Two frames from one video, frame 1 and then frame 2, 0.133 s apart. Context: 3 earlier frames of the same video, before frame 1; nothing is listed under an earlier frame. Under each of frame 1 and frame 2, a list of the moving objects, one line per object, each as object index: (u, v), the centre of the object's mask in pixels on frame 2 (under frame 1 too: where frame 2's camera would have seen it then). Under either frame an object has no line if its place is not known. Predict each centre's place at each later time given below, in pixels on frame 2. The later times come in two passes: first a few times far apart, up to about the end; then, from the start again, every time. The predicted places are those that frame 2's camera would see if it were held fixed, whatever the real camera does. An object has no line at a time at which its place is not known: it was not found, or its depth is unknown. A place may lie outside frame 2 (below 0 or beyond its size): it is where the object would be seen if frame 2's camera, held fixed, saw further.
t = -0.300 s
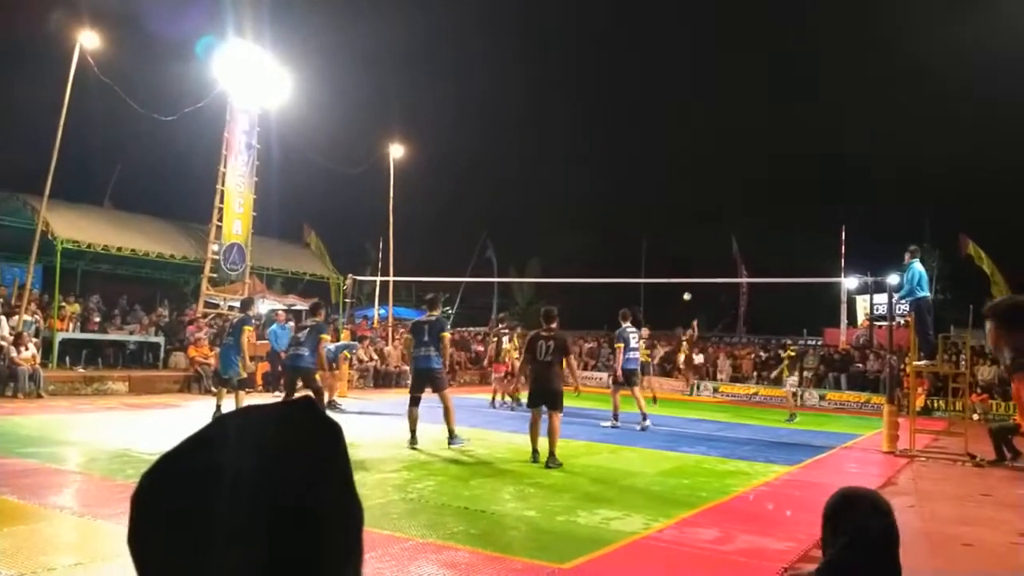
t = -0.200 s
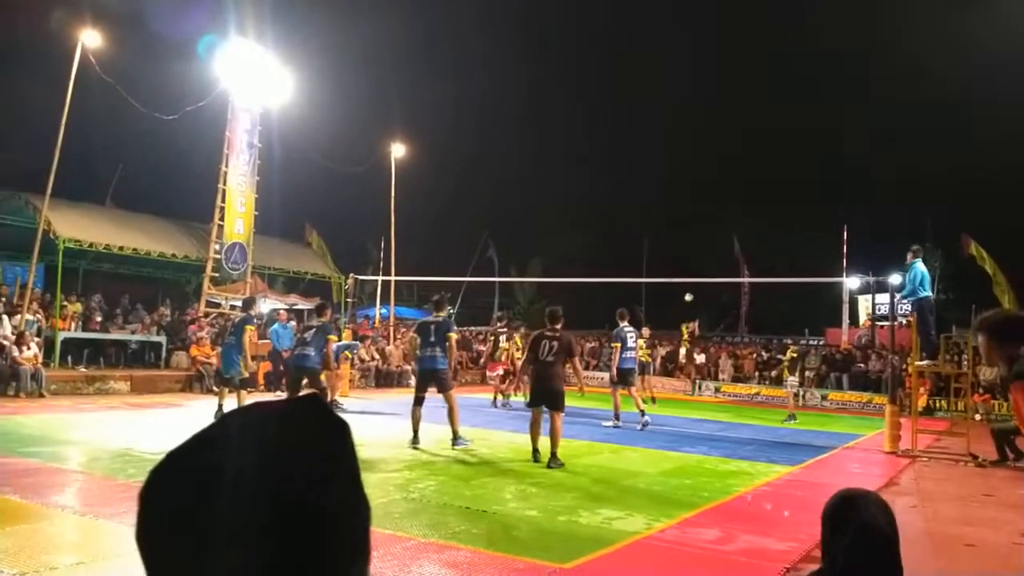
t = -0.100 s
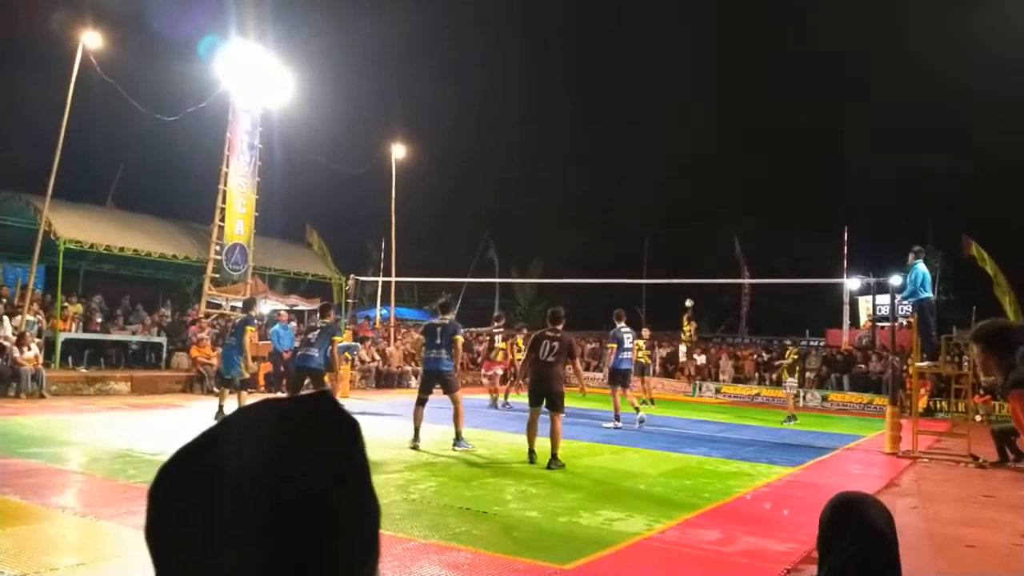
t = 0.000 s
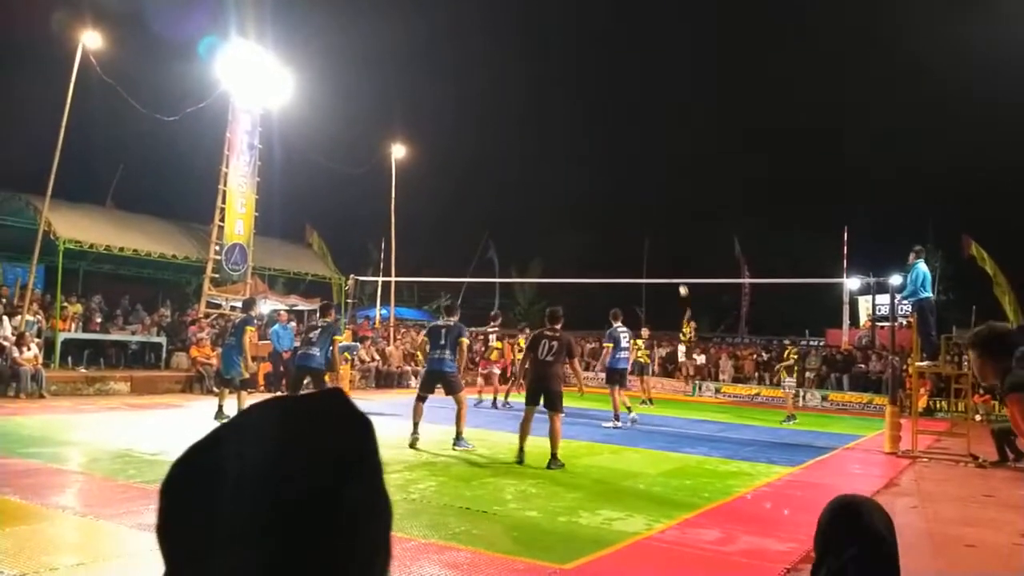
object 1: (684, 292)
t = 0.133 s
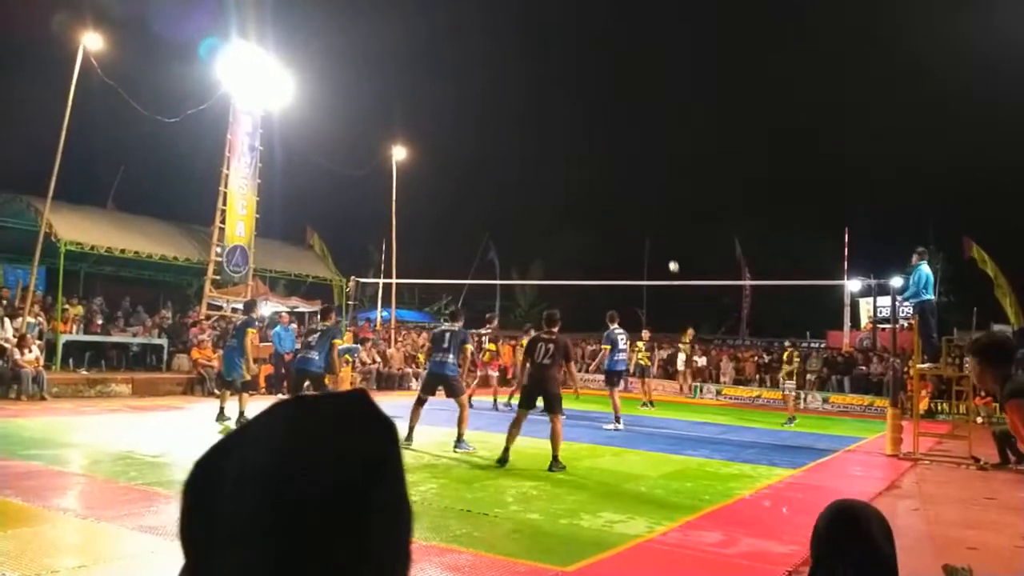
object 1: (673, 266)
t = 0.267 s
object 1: (661, 243)
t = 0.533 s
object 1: (631, 211)
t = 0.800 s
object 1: (585, 208)
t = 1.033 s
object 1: (522, 256)
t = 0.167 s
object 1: (670, 261)
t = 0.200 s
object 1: (668, 254)
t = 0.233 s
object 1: (664, 249)
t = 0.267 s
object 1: (661, 243)
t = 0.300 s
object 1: (658, 239)
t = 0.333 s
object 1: (654, 234)
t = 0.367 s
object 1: (651, 230)
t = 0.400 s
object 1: (647, 225)
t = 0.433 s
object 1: (643, 221)
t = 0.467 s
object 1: (639, 217)
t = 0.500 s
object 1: (635, 214)
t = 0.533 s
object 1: (631, 211)
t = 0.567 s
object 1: (626, 208)
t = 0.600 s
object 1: (621, 206)
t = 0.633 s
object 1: (616, 205)
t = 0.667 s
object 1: (611, 204)
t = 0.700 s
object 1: (605, 204)
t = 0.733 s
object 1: (599, 205)
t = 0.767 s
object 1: (592, 206)
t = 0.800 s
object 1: (585, 208)
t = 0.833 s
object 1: (578, 211)
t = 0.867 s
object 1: (570, 215)
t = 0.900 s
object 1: (561, 221)
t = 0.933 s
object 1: (553, 227)
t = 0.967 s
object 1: (543, 235)
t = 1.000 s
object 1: (533, 244)
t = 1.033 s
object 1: (522, 256)
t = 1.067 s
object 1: (510, 267)
